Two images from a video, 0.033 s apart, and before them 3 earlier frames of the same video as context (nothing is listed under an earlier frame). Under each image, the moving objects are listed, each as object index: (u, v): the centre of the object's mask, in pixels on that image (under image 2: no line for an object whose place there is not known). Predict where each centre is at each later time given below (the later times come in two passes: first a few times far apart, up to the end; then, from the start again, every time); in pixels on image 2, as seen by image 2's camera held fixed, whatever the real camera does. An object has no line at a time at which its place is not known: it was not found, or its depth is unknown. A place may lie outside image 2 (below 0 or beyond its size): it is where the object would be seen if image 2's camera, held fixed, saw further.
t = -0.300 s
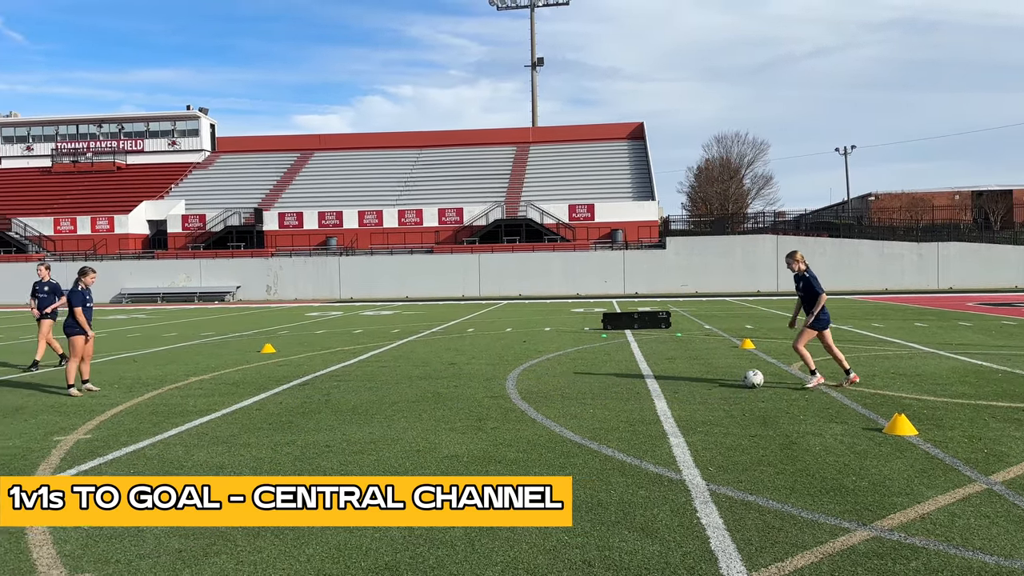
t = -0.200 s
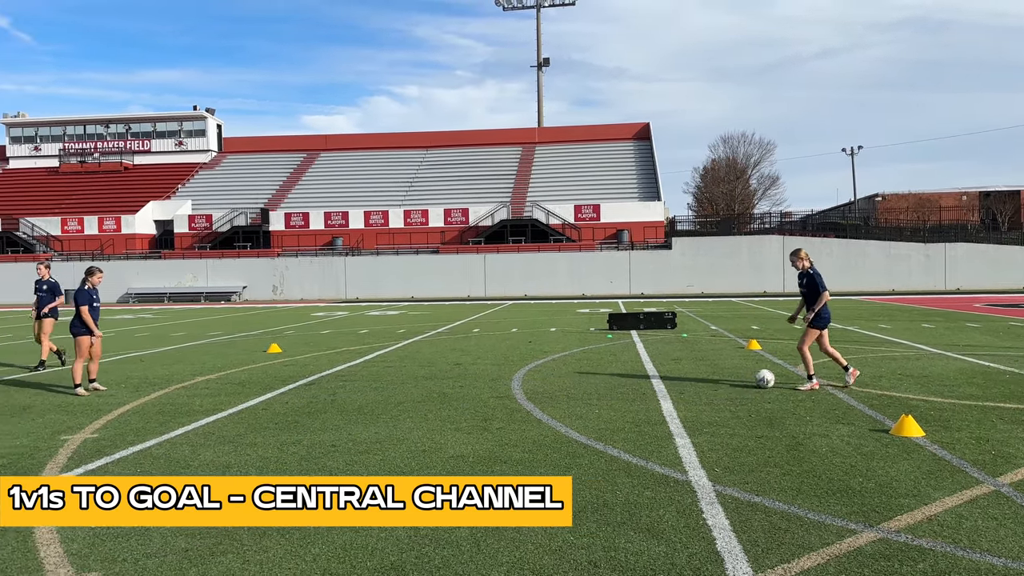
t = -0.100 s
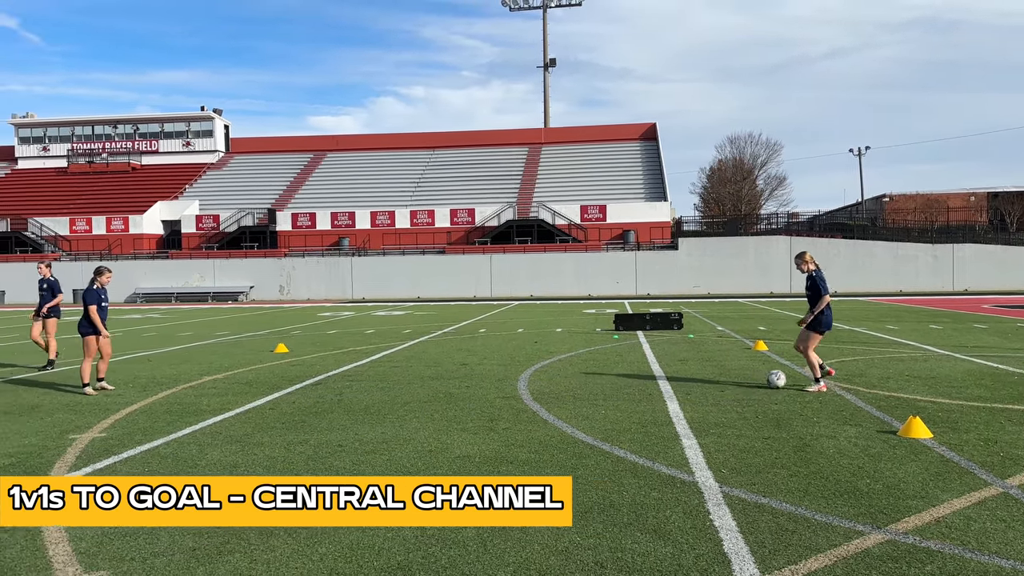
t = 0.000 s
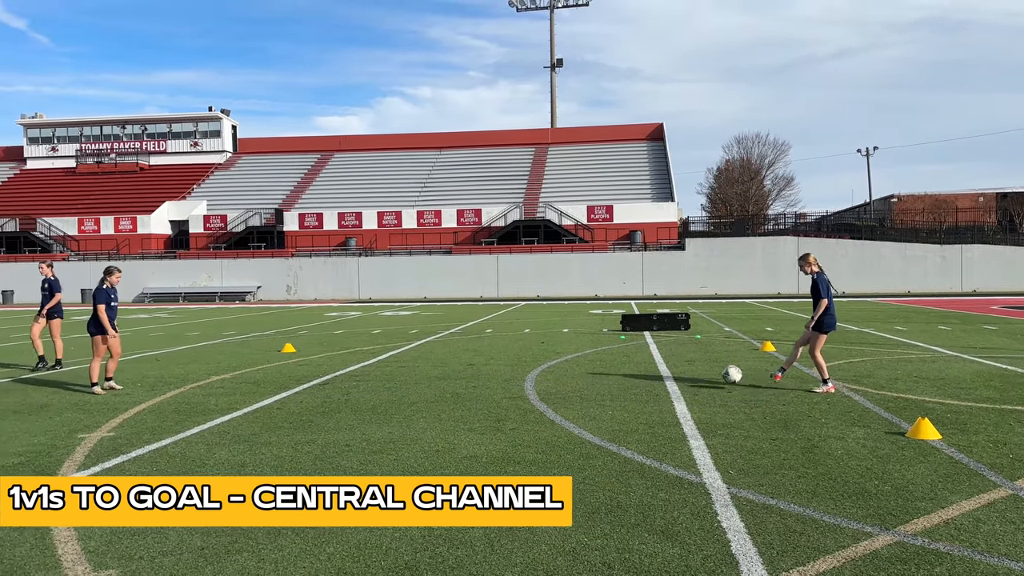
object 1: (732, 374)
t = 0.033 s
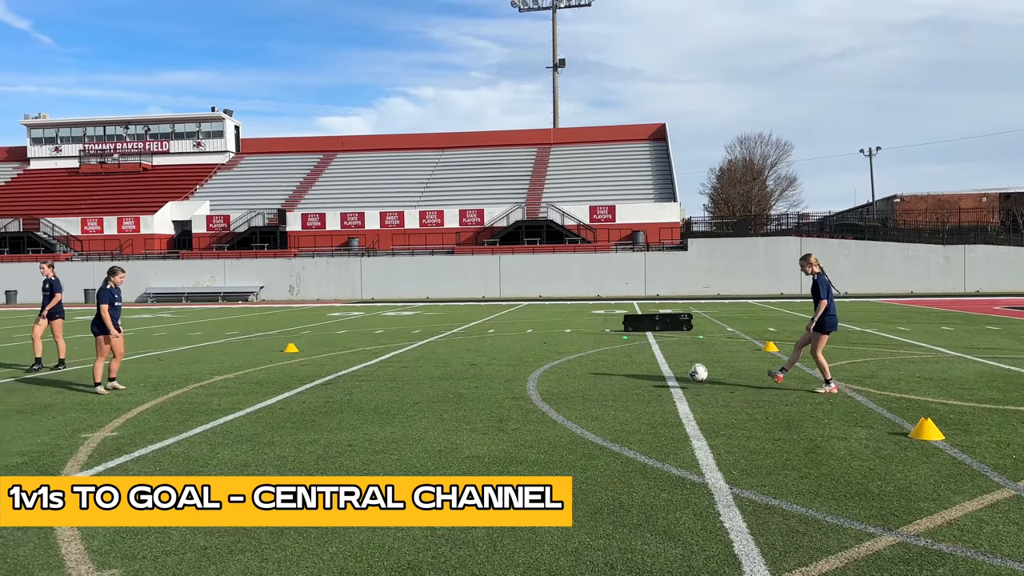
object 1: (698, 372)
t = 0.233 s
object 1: (490, 380)
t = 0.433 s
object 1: (314, 381)
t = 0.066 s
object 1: (663, 372)
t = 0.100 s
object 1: (627, 371)
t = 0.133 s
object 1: (592, 372)
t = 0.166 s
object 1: (558, 374)
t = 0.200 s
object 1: (524, 377)
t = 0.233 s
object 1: (490, 380)
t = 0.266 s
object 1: (459, 381)
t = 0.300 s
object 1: (430, 379)
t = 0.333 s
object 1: (401, 378)
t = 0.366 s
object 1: (372, 378)
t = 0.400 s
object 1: (344, 379)
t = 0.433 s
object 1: (314, 381)
